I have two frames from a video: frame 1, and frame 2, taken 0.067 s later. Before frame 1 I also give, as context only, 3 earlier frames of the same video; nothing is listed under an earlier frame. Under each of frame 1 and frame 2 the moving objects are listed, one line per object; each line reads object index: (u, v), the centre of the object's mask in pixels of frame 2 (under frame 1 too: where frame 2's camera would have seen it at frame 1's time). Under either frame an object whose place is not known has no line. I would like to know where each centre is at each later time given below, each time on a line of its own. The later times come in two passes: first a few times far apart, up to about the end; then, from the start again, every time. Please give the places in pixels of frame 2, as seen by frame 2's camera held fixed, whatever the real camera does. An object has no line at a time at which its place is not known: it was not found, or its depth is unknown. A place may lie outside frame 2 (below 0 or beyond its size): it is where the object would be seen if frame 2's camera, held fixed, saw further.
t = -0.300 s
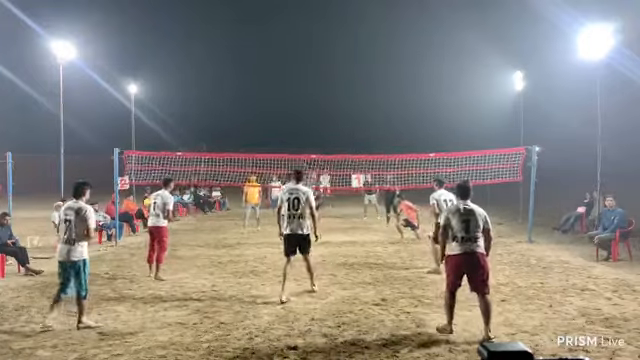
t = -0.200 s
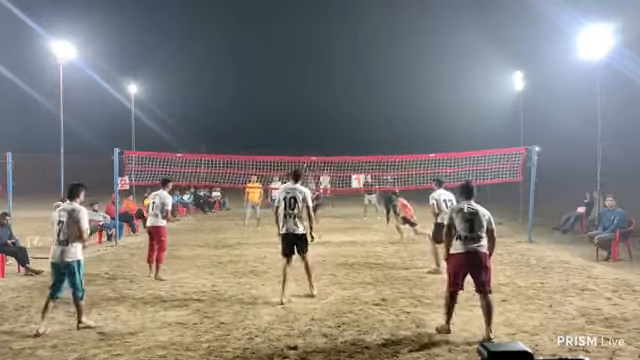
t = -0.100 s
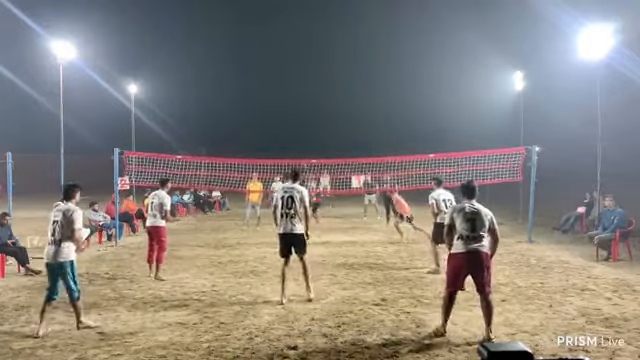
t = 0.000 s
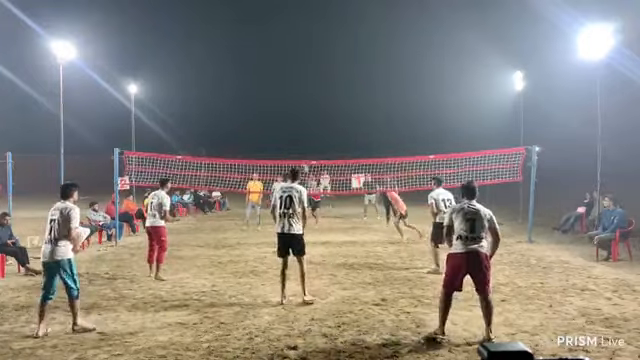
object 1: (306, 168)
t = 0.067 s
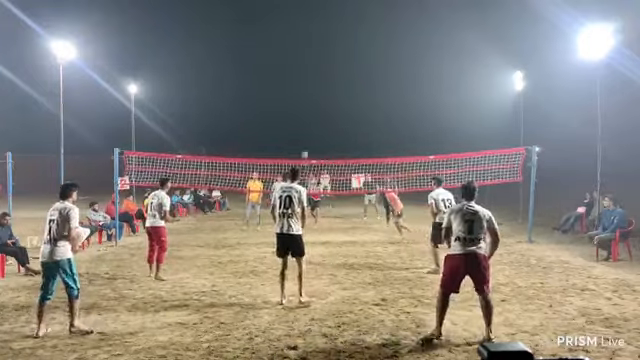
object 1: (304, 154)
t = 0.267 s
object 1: (303, 114)
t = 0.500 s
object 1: (302, 76)
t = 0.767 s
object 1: (299, 53)
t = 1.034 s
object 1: (296, 64)
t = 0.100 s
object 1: (304, 147)
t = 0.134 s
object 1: (304, 140)
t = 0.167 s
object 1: (304, 133)
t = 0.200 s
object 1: (304, 127)
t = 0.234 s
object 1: (303, 120)
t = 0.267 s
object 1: (303, 114)
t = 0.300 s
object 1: (303, 107)
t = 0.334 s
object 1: (303, 102)
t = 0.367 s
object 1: (303, 96)
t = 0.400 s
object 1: (302, 91)
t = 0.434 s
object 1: (302, 86)
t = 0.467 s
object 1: (302, 81)
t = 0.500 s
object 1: (302, 76)
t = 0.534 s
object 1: (301, 72)
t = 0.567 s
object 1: (301, 68)
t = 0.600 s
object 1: (301, 65)
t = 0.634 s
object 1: (301, 62)
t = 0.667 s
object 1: (301, 59)
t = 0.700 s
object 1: (300, 56)
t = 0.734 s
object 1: (300, 55)
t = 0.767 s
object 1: (299, 53)
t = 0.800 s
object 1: (299, 52)
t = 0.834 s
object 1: (298, 52)
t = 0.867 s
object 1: (298, 53)
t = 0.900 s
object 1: (298, 54)
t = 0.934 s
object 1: (297, 55)
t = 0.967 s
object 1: (297, 57)
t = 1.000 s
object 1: (296, 61)
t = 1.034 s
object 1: (296, 64)
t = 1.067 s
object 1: (295, 70)
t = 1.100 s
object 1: (295, 76)
